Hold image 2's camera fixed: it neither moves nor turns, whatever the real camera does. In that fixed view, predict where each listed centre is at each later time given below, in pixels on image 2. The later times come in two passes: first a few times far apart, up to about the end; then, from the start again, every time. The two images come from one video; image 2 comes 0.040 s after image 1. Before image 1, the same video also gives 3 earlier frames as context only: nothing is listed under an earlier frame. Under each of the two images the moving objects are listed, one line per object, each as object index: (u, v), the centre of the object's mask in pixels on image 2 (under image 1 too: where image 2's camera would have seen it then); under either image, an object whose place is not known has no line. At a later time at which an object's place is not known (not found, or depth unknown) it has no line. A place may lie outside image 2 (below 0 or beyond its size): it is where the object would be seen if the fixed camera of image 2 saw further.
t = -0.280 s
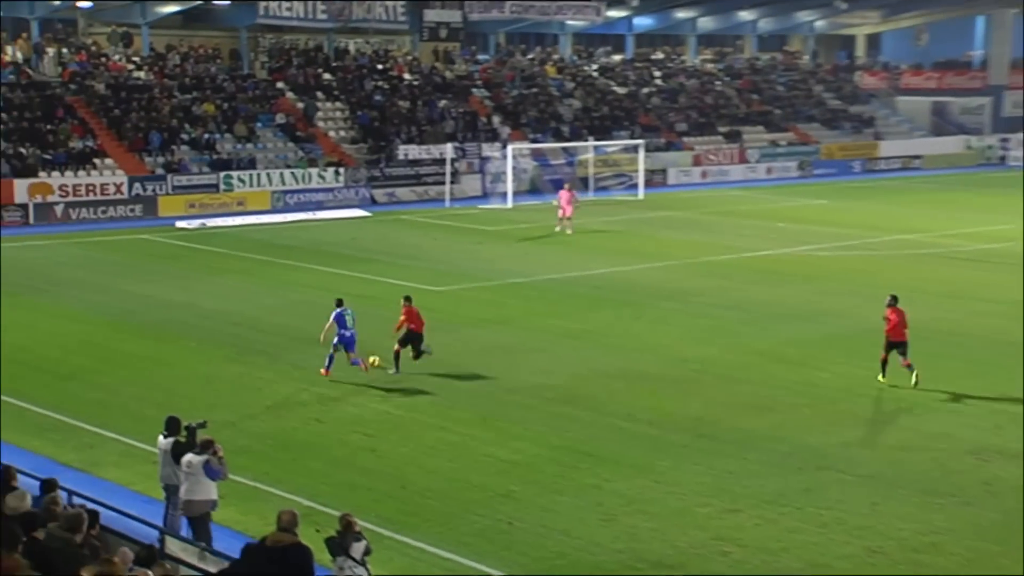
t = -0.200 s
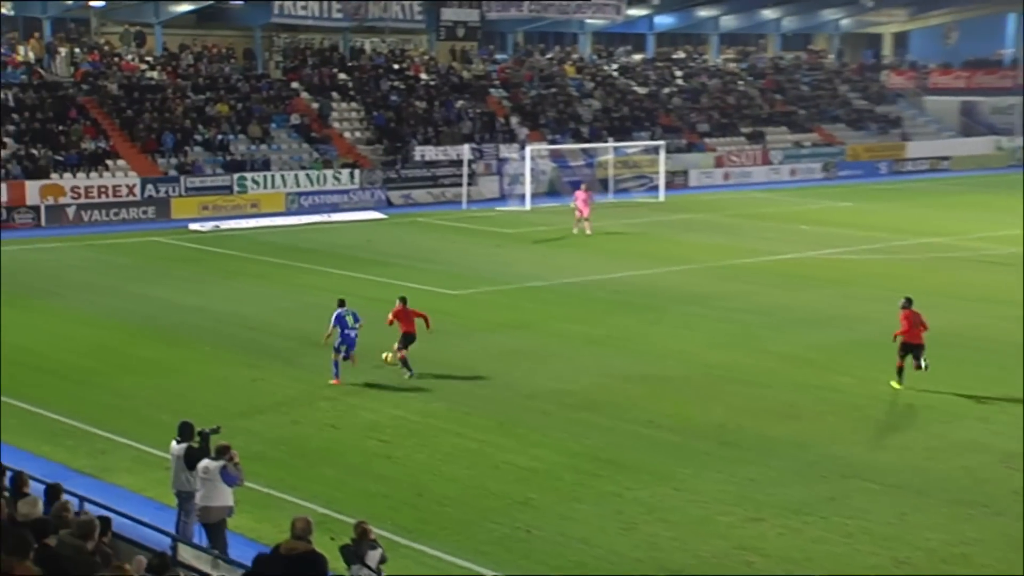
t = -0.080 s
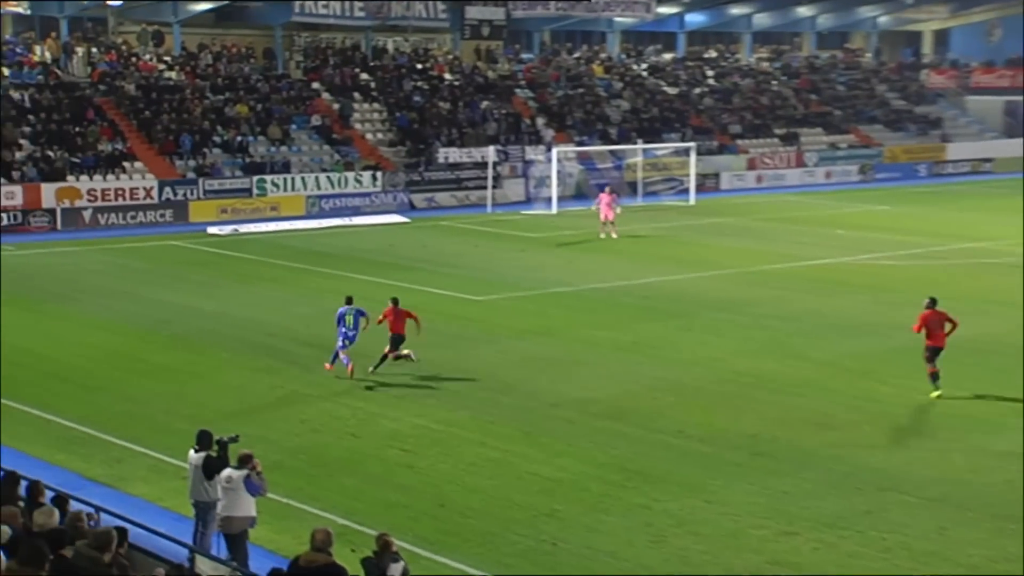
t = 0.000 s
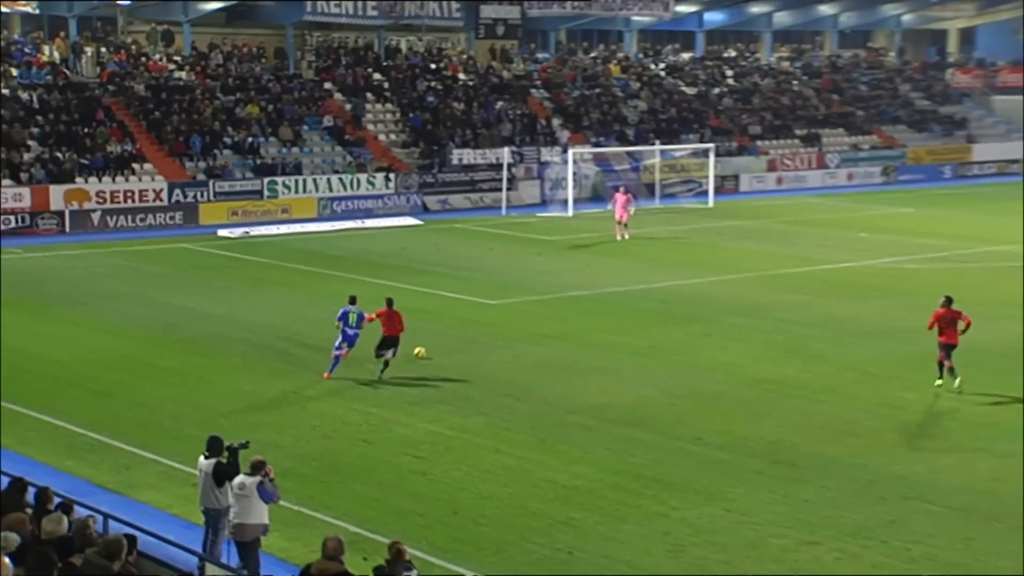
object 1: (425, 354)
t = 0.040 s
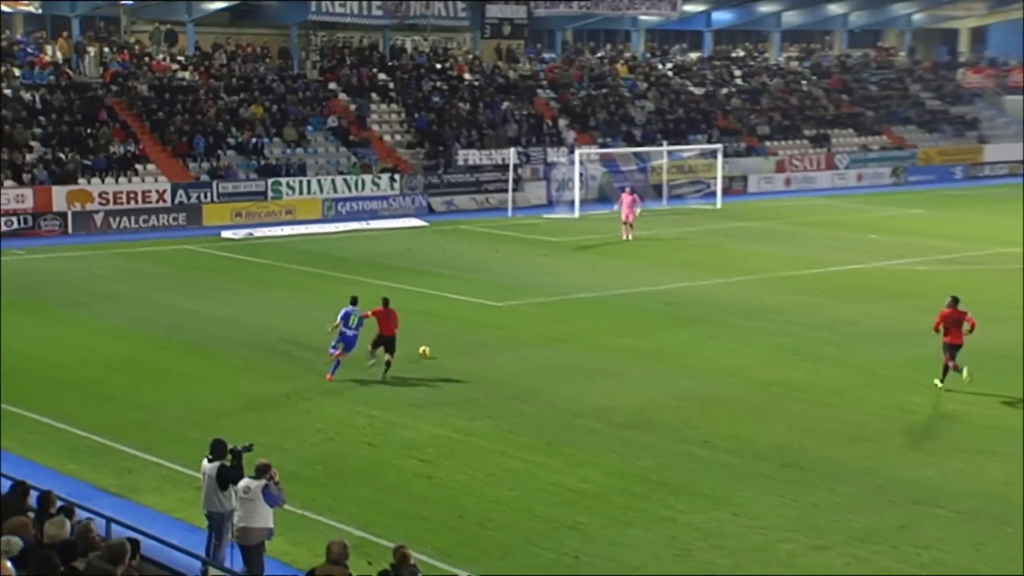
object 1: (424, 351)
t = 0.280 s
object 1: (425, 338)
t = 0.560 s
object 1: (426, 324)
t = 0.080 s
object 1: (424, 348)
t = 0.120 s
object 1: (424, 346)
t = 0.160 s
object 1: (424, 344)
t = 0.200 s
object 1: (424, 341)
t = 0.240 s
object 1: (424, 339)
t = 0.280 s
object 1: (425, 338)
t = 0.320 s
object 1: (425, 335)
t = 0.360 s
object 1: (425, 332)
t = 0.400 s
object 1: (425, 330)
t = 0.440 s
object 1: (425, 329)
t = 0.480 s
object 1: (426, 327)
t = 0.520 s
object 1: (426, 325)
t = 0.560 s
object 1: (426, 324)
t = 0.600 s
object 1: (427, 323)
